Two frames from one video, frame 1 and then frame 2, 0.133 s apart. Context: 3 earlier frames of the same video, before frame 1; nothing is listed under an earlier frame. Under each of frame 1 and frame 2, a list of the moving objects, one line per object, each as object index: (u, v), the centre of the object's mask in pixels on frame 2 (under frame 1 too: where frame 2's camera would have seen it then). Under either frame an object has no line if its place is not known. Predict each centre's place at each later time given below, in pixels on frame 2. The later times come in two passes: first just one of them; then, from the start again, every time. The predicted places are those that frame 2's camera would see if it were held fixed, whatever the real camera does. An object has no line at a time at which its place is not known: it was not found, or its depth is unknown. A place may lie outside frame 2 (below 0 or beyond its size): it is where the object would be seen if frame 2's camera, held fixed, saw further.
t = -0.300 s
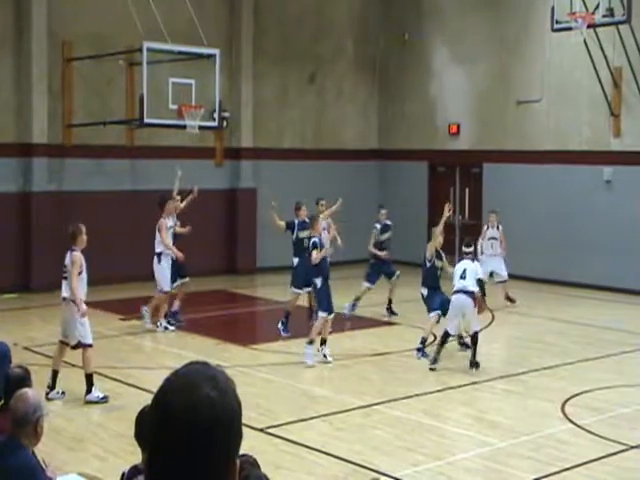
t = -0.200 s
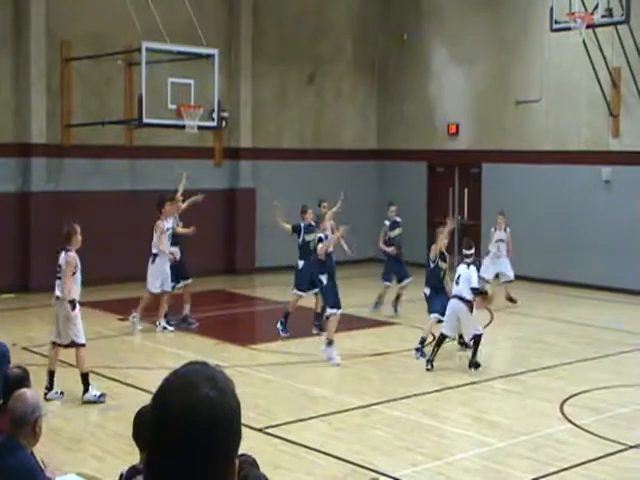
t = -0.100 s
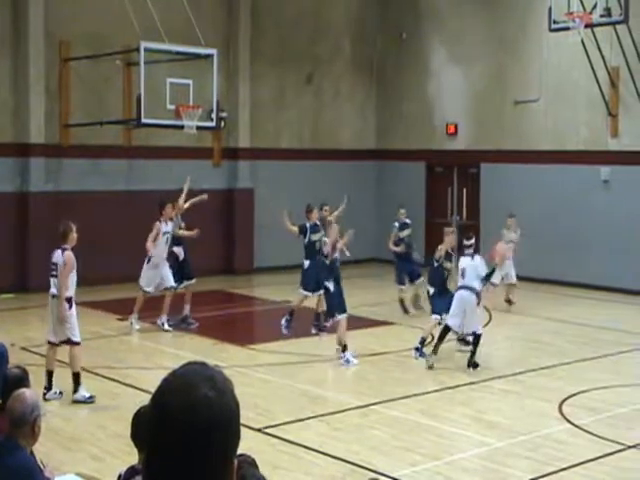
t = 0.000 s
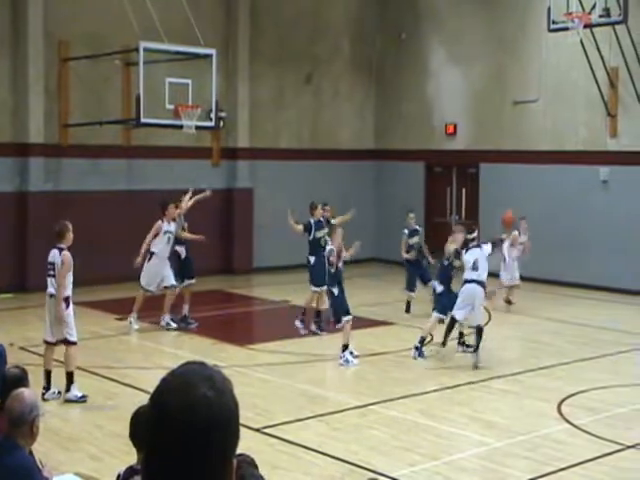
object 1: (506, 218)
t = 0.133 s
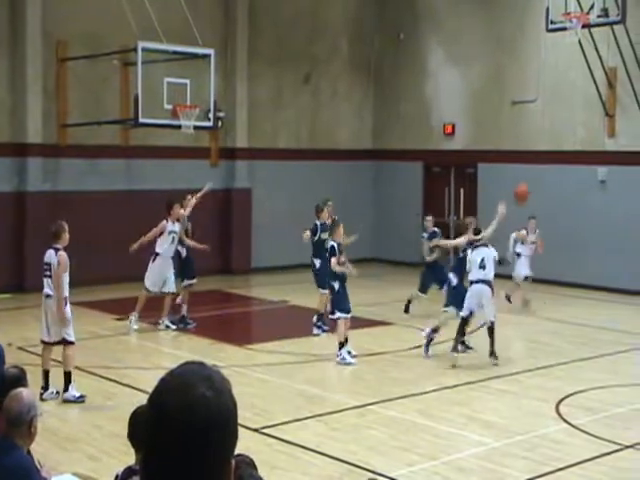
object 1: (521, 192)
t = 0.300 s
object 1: (536, 183)
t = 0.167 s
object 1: (525, 189)
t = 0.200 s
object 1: (528, 185)
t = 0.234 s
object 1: (531, 185)
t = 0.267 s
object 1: (533, 184)
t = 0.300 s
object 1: (536, 183)
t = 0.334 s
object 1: (539, 183)
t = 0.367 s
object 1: (542, 184)
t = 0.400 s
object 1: (544, 185)
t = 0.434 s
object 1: (546, 188)
